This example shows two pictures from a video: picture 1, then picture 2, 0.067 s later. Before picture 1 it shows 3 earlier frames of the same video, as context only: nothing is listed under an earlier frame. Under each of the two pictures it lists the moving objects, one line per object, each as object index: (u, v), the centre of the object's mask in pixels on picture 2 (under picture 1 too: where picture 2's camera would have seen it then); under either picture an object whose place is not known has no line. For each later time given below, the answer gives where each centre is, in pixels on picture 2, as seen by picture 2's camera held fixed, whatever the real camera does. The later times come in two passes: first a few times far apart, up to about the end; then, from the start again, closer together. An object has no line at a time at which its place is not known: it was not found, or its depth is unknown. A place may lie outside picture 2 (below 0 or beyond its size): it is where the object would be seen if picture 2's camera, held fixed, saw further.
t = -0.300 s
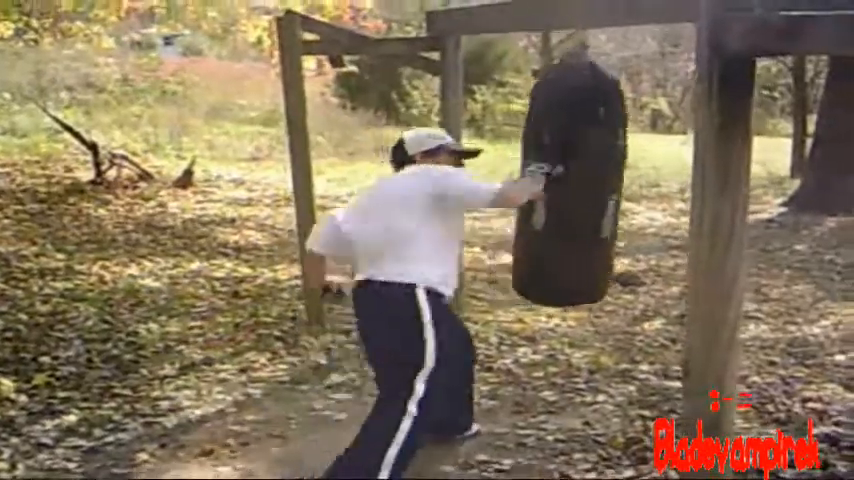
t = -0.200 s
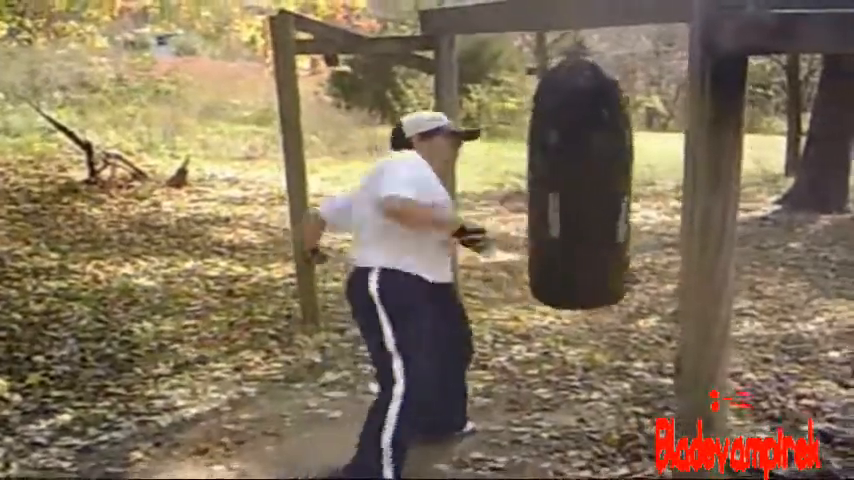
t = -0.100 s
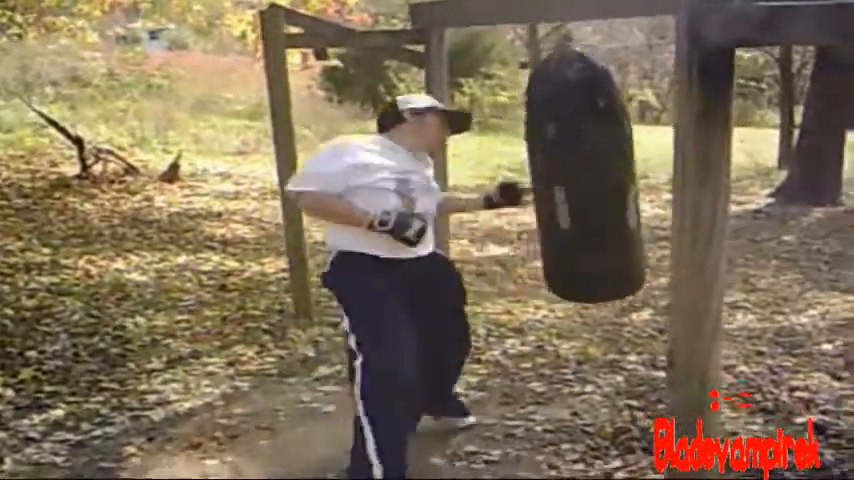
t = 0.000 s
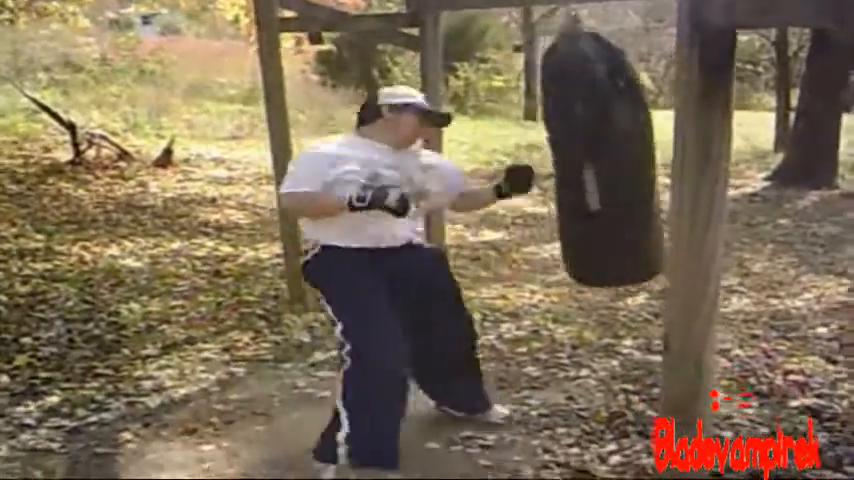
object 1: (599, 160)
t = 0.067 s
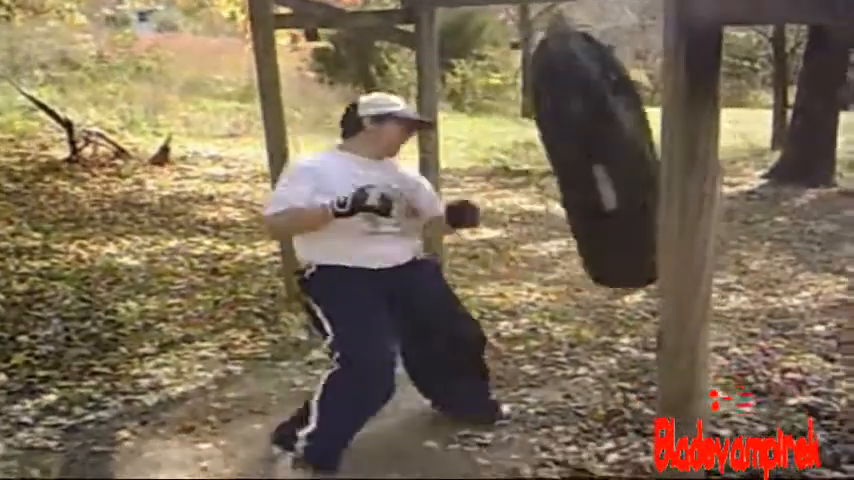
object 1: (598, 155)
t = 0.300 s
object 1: (607, 141)
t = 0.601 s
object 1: (595, 161)
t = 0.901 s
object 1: (545, 165)
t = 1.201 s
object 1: (513, 158)
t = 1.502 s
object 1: (525, 154)
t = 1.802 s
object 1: (572, 160)
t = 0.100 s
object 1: (599, 153)
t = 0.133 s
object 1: (603, 148)
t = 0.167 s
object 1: (608, 147)
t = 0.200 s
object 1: (612, 144)
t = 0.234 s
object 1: (611, 145)
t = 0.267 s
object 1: (609, 144)
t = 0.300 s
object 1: (607, 141)
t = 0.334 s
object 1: (605, 141)
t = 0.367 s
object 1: (606, 142)
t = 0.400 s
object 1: (607, 144)
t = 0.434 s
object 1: (608, 147)
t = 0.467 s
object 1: (607, 149)
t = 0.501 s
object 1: (604, 152)
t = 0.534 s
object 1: (599, 155)
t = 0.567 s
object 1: (597, 158)
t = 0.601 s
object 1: (595, 161)
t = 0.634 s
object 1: (593, 165)
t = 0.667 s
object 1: (588, 167)
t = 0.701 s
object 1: (581, 168)
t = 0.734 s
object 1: (574, 167)
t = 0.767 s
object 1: (567, 167)
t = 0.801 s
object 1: (560, 167)
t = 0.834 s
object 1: (556, 168)
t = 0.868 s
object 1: (551, 166)
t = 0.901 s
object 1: (545, 165)
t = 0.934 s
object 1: (540, 166)
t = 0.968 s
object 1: (535, 166)
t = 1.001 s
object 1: (529, 165)
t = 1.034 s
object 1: (525, 164)
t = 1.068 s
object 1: (521, 163)
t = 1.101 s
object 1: (519, 161)
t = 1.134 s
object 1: (516, 160)
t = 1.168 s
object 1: (514, 161)
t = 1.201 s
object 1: (513, 158)
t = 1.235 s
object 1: (512, 157)
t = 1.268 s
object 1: (512, 156)
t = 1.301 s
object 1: (512, 156)
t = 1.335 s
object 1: (514, 154)
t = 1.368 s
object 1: (516, 153)
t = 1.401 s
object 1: (518, 153)
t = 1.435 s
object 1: (519, 153)
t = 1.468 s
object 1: (522, 154)
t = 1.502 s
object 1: (525, 154)
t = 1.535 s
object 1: (529, 155)
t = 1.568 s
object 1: (534, 156)
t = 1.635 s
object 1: (545, 156)
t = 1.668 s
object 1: (551, 157)
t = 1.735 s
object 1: (560, 159)
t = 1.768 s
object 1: (566, 160)
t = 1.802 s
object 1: (572, 160)
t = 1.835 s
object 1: (577, 161)
